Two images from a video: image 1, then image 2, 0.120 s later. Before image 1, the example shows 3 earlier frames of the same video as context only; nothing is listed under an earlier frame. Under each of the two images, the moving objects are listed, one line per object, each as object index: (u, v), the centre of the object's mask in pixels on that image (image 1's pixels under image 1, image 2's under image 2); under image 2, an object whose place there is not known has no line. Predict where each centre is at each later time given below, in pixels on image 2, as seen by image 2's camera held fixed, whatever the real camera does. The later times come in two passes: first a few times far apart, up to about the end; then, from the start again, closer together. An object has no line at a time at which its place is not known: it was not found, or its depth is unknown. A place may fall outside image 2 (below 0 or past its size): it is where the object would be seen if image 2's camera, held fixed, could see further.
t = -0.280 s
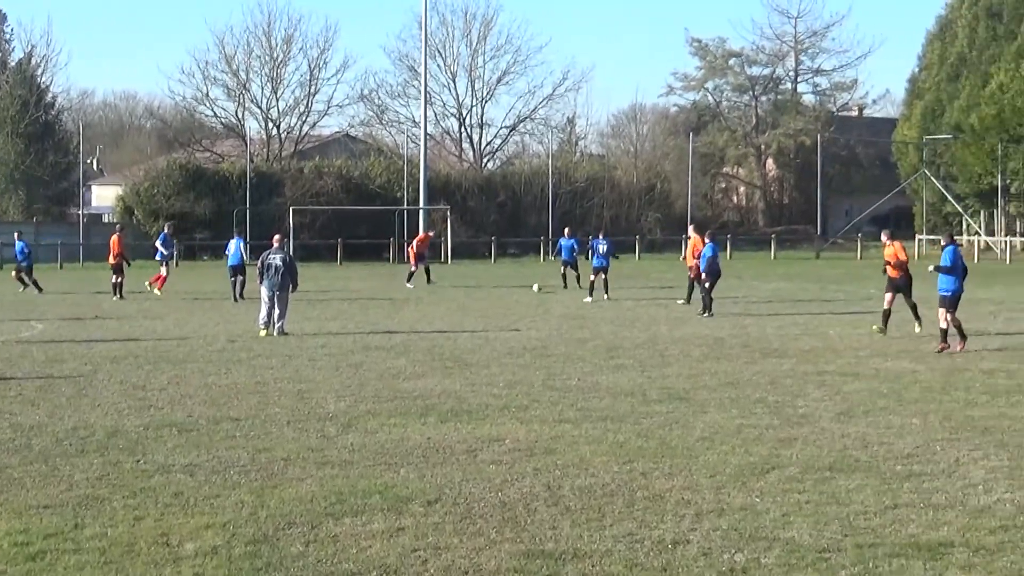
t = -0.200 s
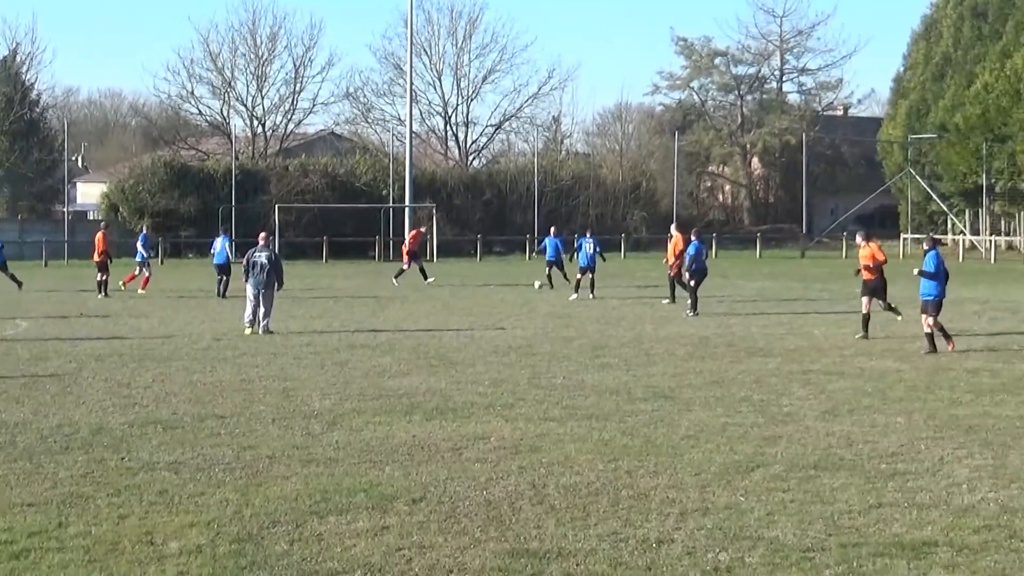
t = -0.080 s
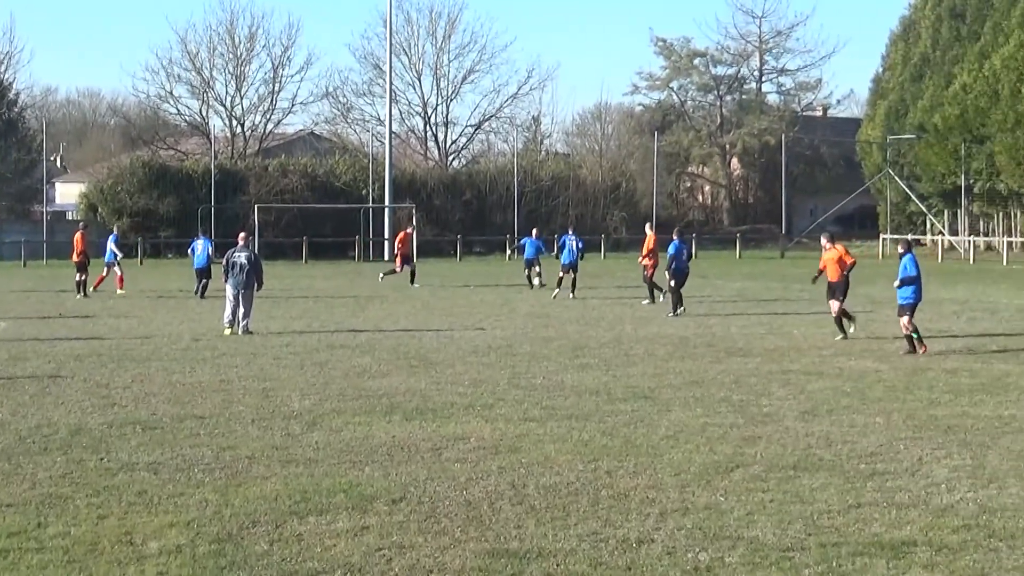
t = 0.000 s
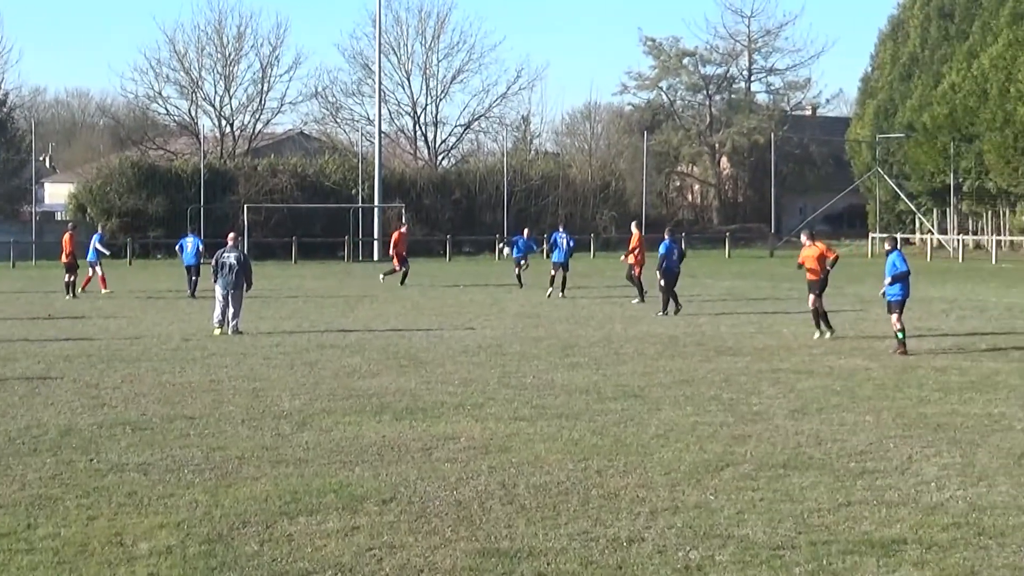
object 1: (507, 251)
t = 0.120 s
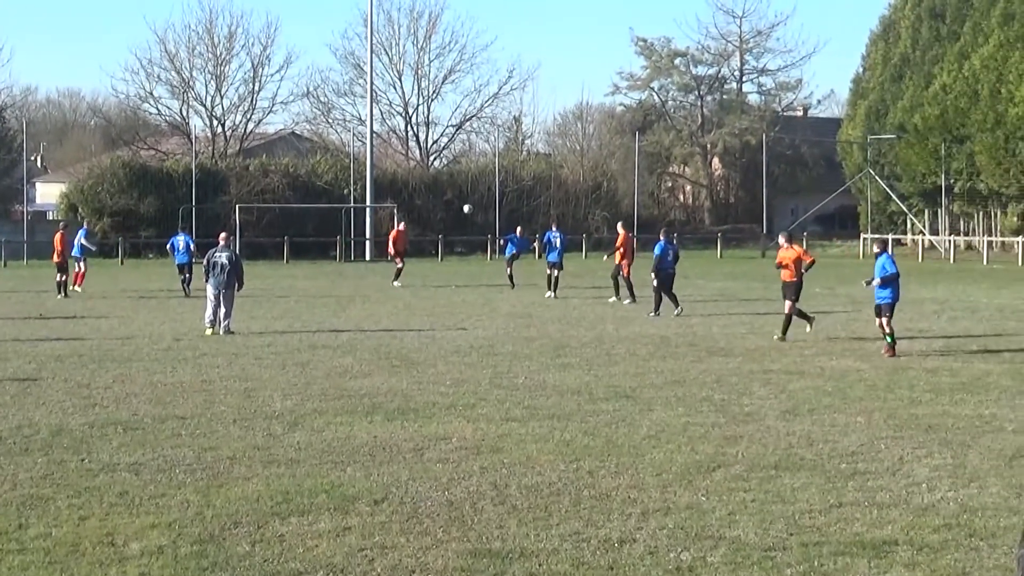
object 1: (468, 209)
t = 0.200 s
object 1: (443, 181)
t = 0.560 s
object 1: (327, 73)
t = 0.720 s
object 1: (268, 34)
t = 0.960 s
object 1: (169, -14)
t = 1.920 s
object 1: (-386, 50)
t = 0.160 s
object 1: (456, 195)
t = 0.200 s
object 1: (443, 181)
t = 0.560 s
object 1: (327, 73)
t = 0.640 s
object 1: (298, 52)
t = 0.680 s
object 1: (285, 44)
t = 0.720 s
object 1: (268, 34)
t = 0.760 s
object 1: (253, 25)
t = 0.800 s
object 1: (237, 16)
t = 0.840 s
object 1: (220, 7)
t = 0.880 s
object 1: (205, 0)
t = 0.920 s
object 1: (188, -8)
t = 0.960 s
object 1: (169, -14)
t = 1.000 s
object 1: (152, -21)
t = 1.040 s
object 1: (133, -27)
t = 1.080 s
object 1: (114, -33)
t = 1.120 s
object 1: (95, -37)
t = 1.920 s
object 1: (-386, 50)
